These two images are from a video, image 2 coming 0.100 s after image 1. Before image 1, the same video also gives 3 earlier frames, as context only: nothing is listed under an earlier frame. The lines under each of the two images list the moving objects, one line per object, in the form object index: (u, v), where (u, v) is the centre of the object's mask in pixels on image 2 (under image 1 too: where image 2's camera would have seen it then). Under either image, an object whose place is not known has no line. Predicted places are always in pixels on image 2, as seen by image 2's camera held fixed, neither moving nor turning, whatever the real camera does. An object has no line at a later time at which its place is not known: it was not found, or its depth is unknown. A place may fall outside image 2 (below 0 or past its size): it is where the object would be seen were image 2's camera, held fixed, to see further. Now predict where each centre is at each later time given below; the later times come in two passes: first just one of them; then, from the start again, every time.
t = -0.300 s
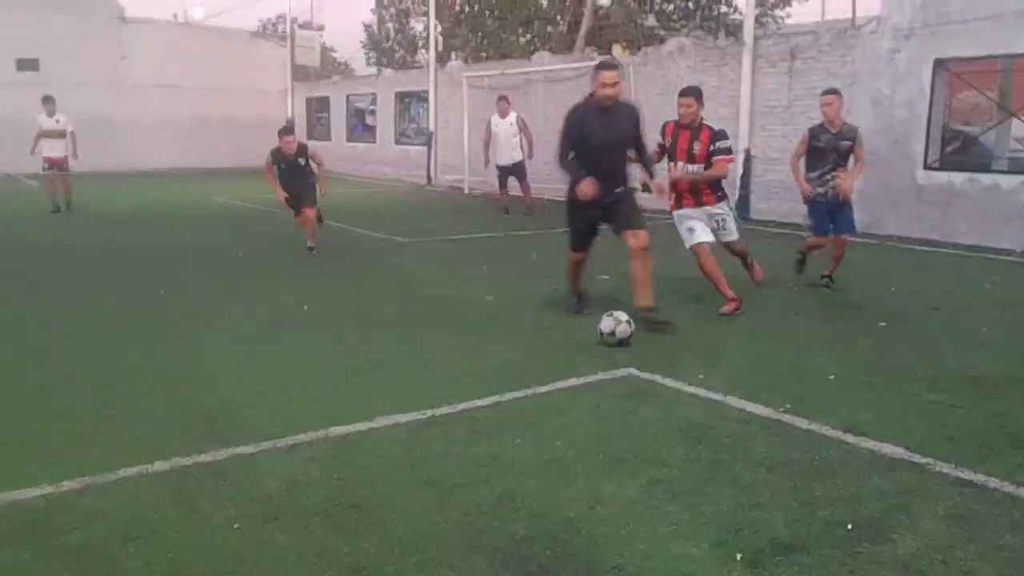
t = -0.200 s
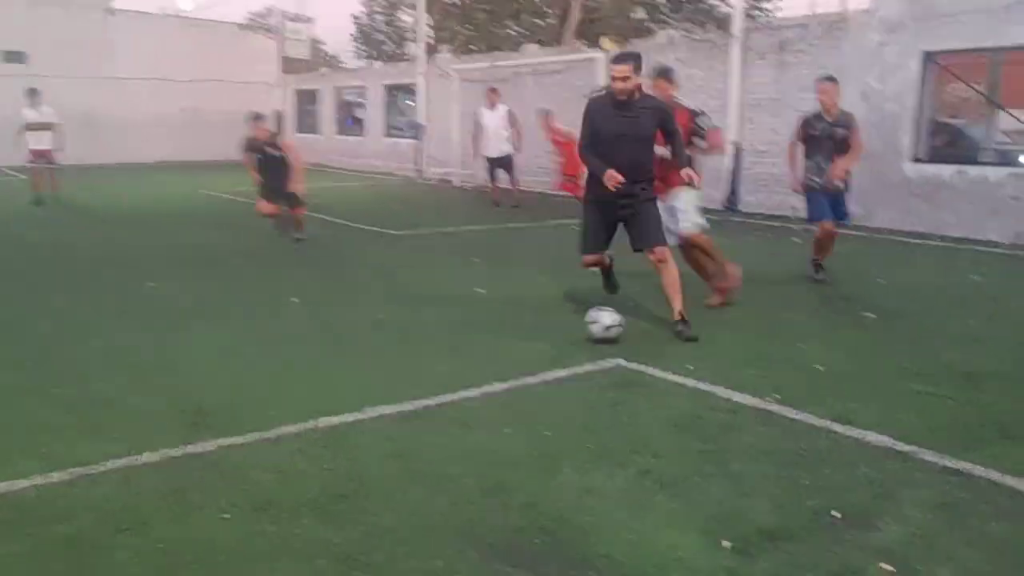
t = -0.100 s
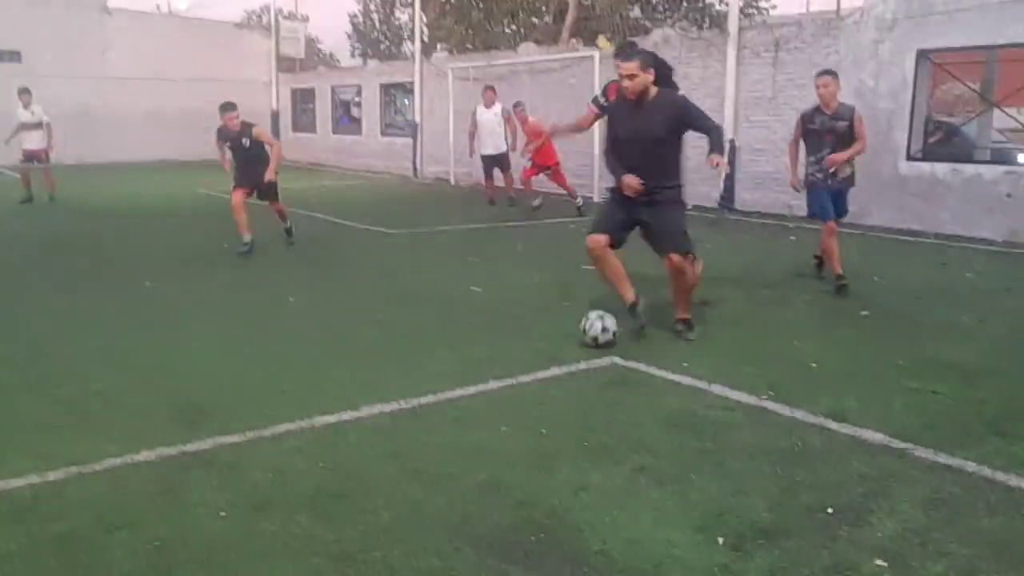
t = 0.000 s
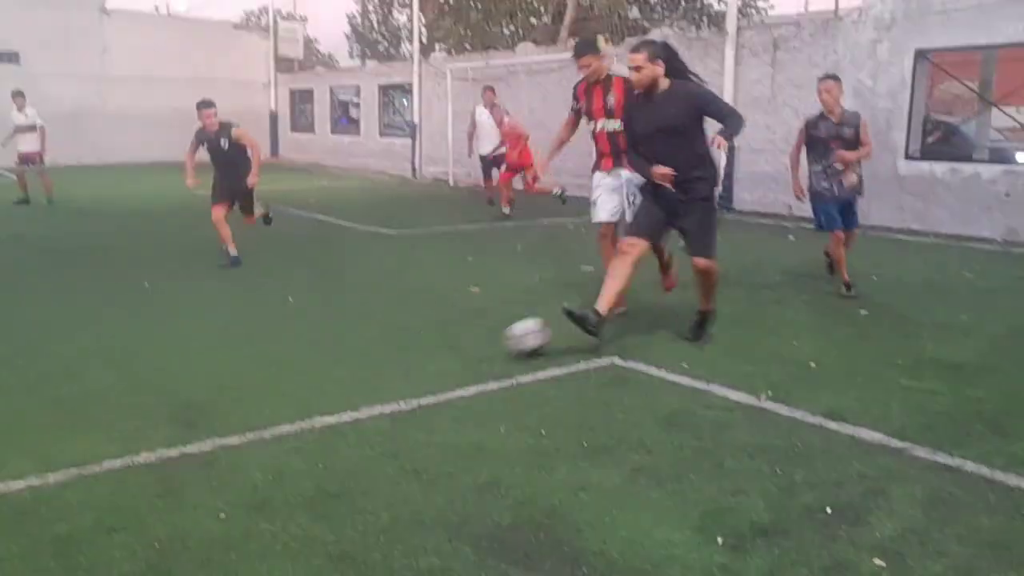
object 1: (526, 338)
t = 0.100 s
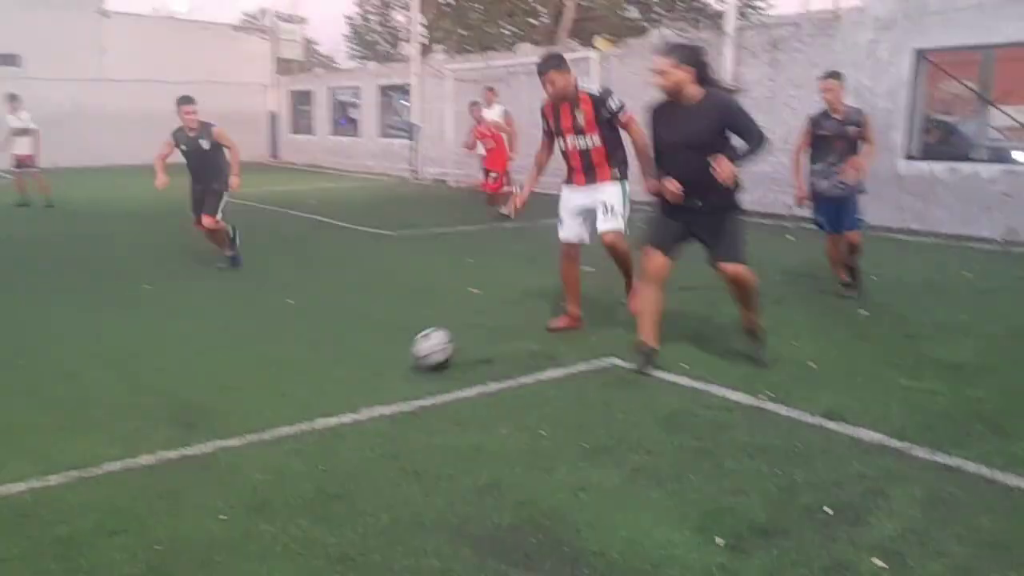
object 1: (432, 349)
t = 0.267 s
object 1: (294, 366)
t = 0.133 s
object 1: (404, 355)
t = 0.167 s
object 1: (373, 358)
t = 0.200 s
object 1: (345, 361)
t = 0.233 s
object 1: (318, 363)
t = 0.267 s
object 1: (294, 366)
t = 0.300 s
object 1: (270, 369)
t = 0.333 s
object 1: (243, 373)
